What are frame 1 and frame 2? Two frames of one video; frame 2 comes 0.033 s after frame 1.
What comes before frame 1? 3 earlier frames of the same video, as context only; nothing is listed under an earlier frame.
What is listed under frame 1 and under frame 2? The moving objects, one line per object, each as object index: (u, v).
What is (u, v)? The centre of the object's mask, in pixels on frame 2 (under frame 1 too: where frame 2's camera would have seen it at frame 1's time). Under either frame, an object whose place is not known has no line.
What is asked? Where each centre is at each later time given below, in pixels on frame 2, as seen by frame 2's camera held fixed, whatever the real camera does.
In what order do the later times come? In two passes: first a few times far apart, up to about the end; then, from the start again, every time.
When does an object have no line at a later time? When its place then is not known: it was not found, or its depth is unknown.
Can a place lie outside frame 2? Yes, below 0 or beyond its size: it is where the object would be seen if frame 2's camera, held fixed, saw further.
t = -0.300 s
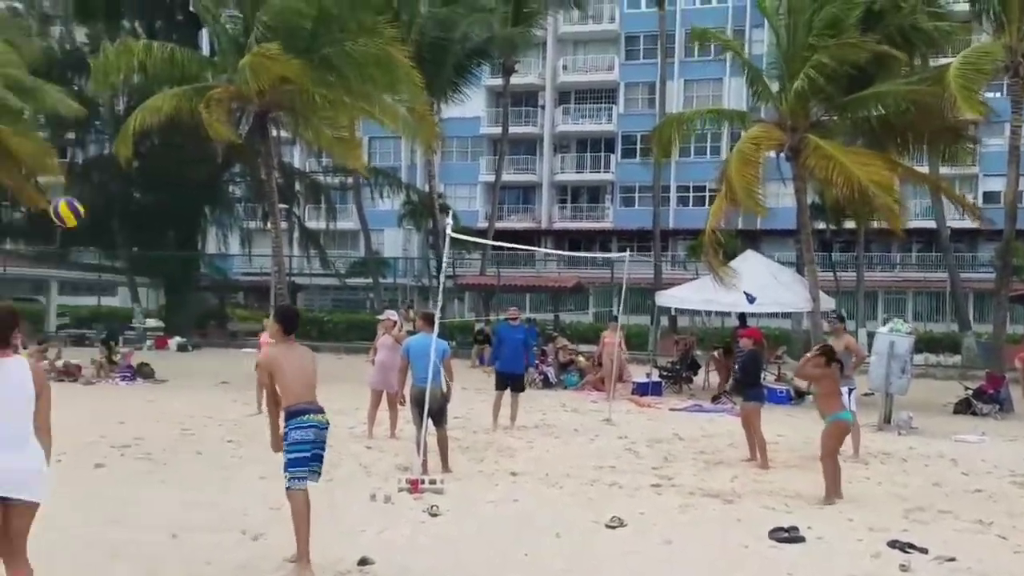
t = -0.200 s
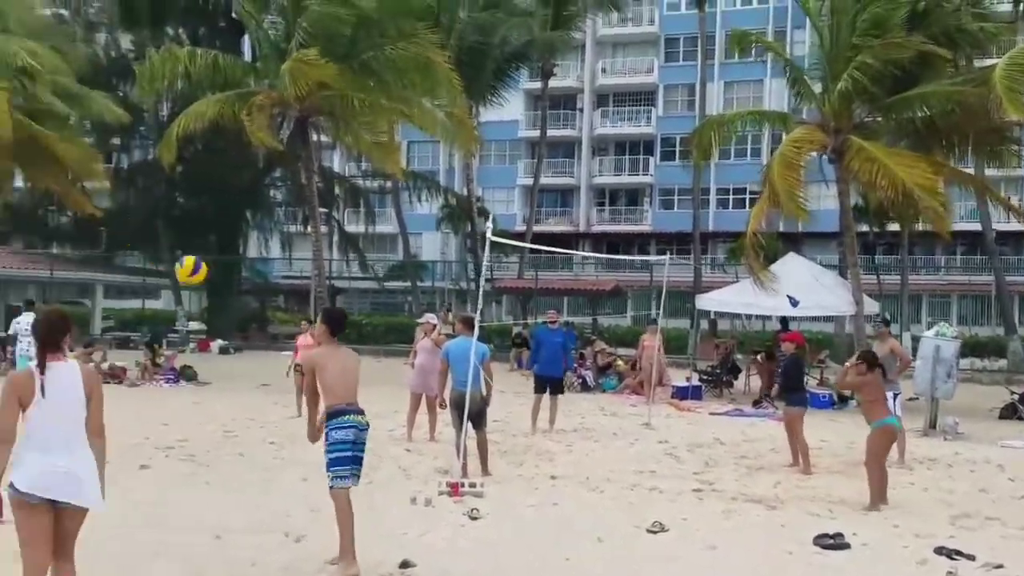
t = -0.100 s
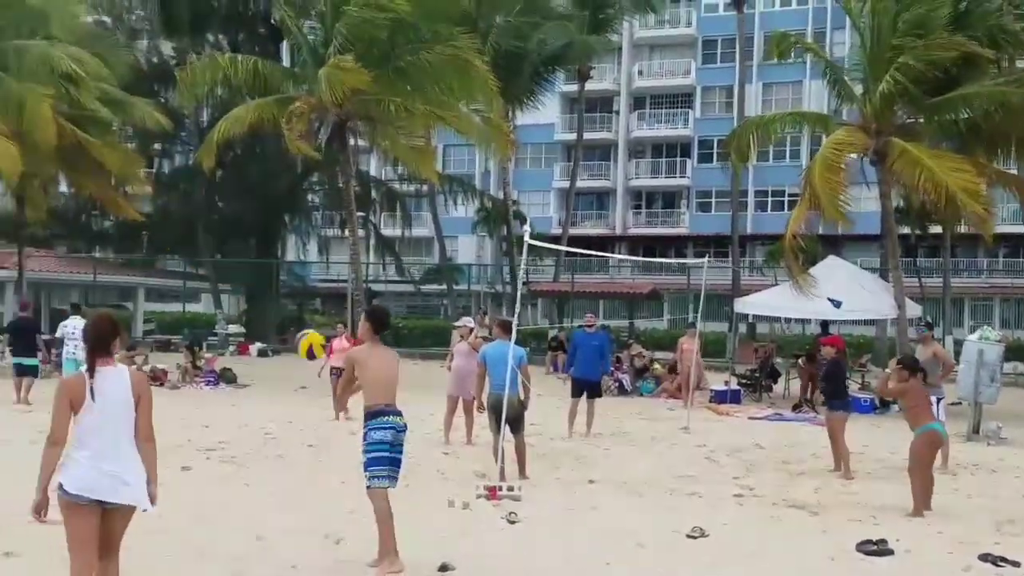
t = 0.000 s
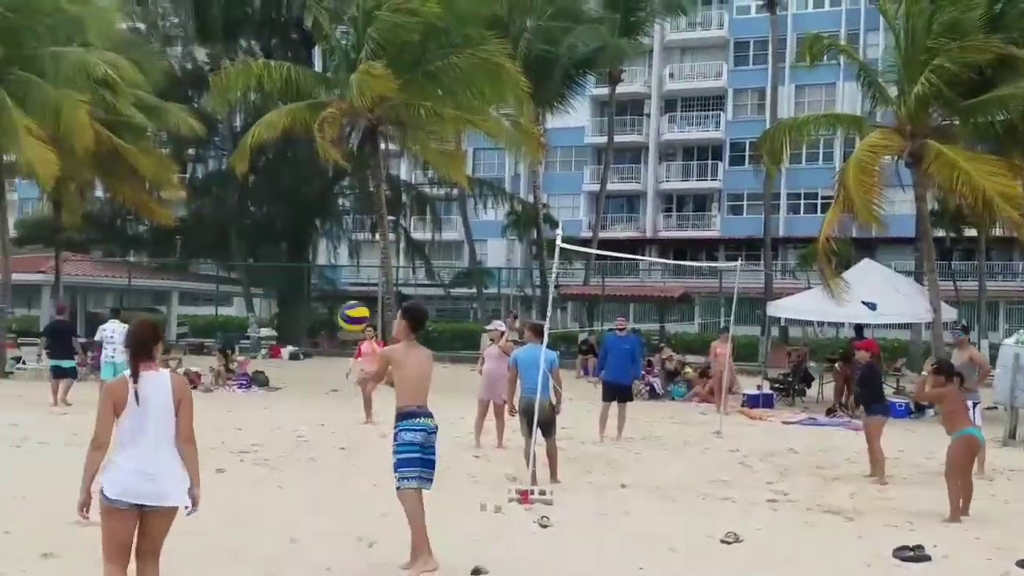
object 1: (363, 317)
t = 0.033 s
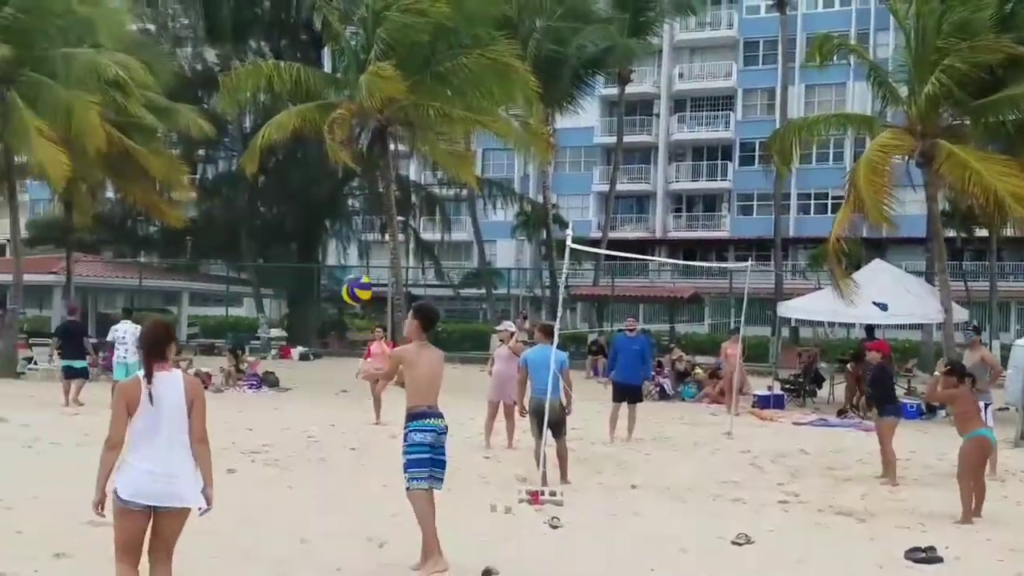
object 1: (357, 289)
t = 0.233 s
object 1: (315, 147)
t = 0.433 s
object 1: (275, 50)
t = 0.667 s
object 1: (226, 12)
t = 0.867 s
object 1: (185, 54)
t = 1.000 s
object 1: (160, 126)
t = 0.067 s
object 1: (348, 263)
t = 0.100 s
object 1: (341, 237)
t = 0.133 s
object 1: (335, 213)
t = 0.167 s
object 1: (328, 190)
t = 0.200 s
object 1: (322, 168)
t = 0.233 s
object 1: (315, 147)
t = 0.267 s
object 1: (309, 128)
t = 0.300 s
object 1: (303, 110)
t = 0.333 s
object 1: (295, 93)
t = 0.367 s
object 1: (286, 79)
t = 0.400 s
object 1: (280, 62)
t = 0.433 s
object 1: (275, 50)
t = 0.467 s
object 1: (268, 40)
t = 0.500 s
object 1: (260, 30)
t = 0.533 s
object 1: (254, 24)
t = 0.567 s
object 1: (248, 18)
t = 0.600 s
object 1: (240, 15)
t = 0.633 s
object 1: (231, 13)
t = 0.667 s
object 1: (226, 12)
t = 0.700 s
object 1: (220, 14)
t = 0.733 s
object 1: (212, 16)
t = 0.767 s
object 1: (205, 21)
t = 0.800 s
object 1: (200, 31)
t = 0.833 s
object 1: (195, 42)
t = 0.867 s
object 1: (185, 54)
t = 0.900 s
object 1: (176, 67)
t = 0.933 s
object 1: (171, 84)
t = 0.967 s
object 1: (166, 104)
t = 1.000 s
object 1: (160, 126)
